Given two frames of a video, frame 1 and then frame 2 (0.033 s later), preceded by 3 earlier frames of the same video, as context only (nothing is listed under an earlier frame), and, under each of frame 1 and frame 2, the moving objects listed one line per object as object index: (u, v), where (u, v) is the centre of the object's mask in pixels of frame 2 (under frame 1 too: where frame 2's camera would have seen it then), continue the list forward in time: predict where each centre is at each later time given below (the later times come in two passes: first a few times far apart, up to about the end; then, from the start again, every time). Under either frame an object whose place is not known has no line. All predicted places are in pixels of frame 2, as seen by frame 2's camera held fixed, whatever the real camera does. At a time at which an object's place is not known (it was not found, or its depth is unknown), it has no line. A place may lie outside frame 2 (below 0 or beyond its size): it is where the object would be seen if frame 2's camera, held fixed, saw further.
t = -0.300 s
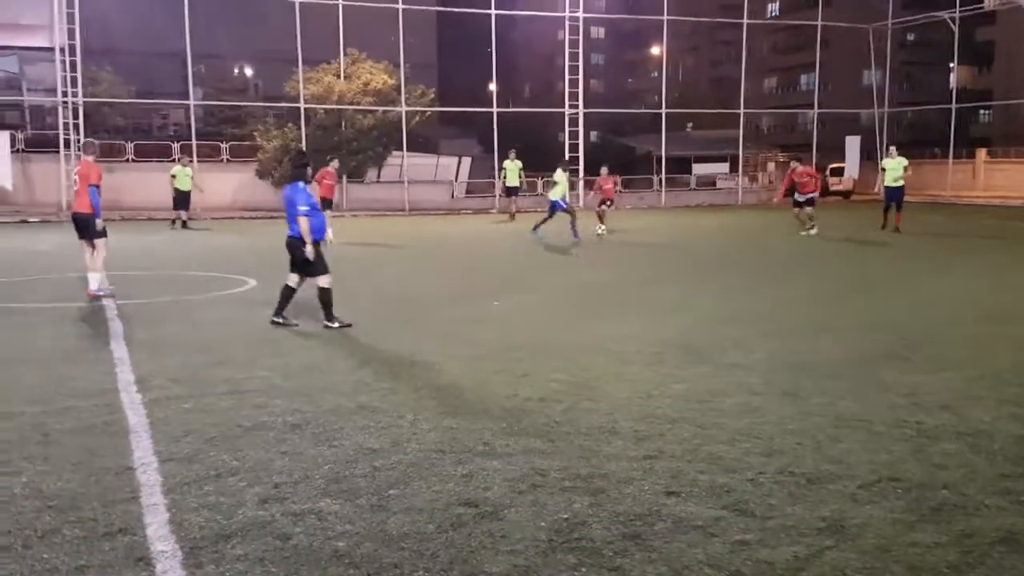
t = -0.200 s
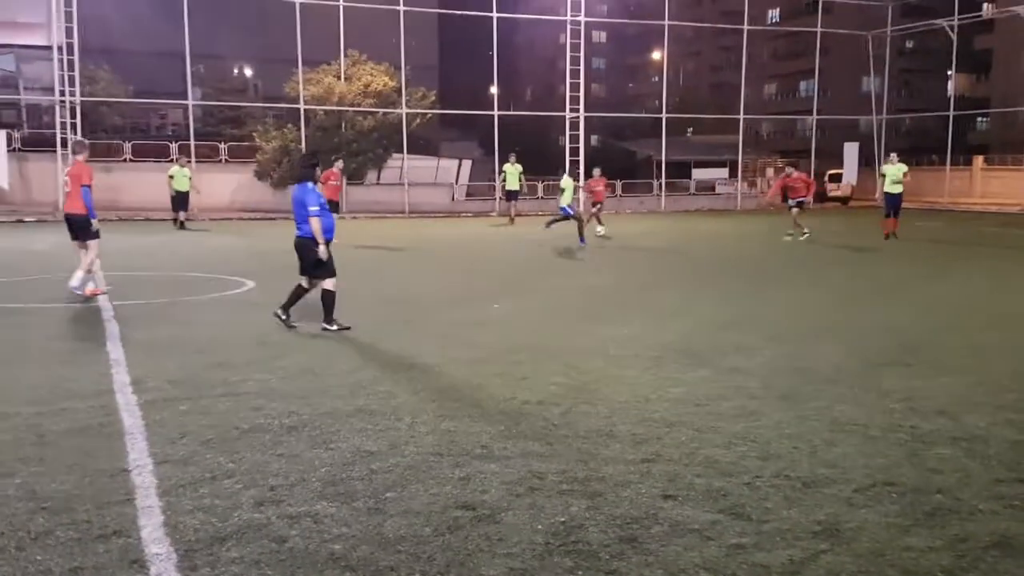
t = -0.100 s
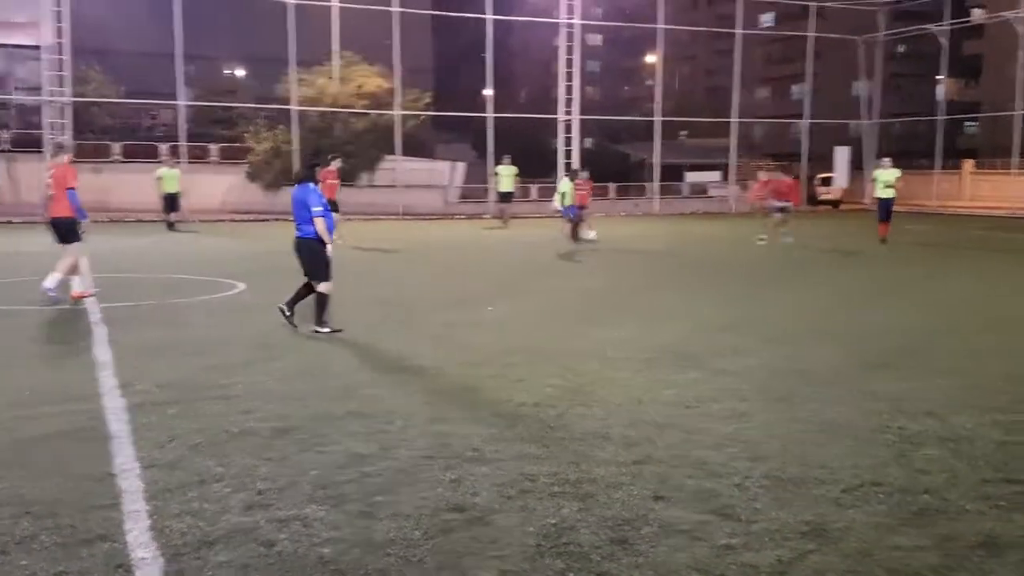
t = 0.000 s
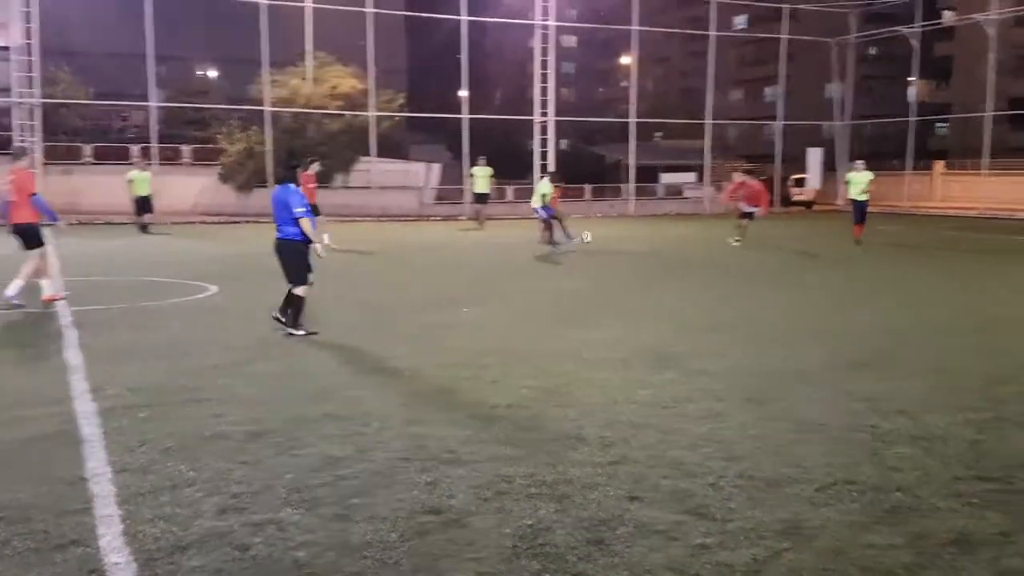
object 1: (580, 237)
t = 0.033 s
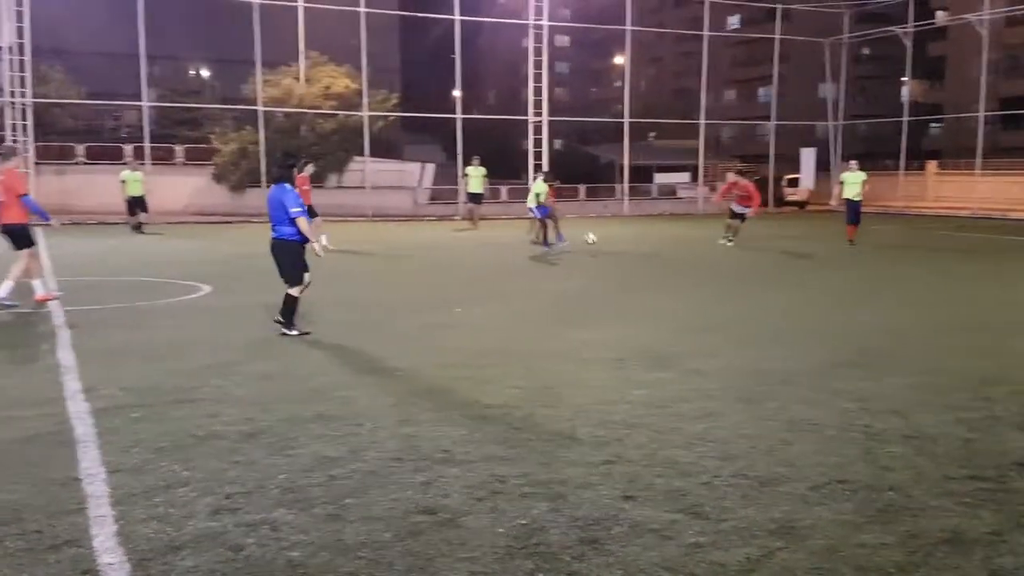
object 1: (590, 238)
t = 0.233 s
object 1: (657, 257)
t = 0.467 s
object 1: (738, 261)
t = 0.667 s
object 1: (819, 277)
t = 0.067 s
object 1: (601, 239)
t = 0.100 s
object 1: (611, 241)
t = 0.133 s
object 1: (621, 243)
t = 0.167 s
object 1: (633, 246)
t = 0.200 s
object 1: (644, 251)
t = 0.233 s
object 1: (657, 257)
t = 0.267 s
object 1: (668, 259)
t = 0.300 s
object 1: (679, 257)
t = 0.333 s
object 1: (690, 256)
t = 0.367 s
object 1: (702, 256)
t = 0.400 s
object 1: (713, 257)
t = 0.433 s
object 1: (725, 259)
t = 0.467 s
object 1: (738, 261)
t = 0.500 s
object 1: (751, 264)
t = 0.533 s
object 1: (765, 268)
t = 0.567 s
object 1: (779, 272)
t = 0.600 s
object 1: (793, 278)
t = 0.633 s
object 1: (806, 277)
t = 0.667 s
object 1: (819, 277)
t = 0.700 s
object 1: (832, 277)
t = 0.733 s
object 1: (847, 279)
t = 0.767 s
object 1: (862, 282)
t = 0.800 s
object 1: (877, 287)
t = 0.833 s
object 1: (892, 292)
